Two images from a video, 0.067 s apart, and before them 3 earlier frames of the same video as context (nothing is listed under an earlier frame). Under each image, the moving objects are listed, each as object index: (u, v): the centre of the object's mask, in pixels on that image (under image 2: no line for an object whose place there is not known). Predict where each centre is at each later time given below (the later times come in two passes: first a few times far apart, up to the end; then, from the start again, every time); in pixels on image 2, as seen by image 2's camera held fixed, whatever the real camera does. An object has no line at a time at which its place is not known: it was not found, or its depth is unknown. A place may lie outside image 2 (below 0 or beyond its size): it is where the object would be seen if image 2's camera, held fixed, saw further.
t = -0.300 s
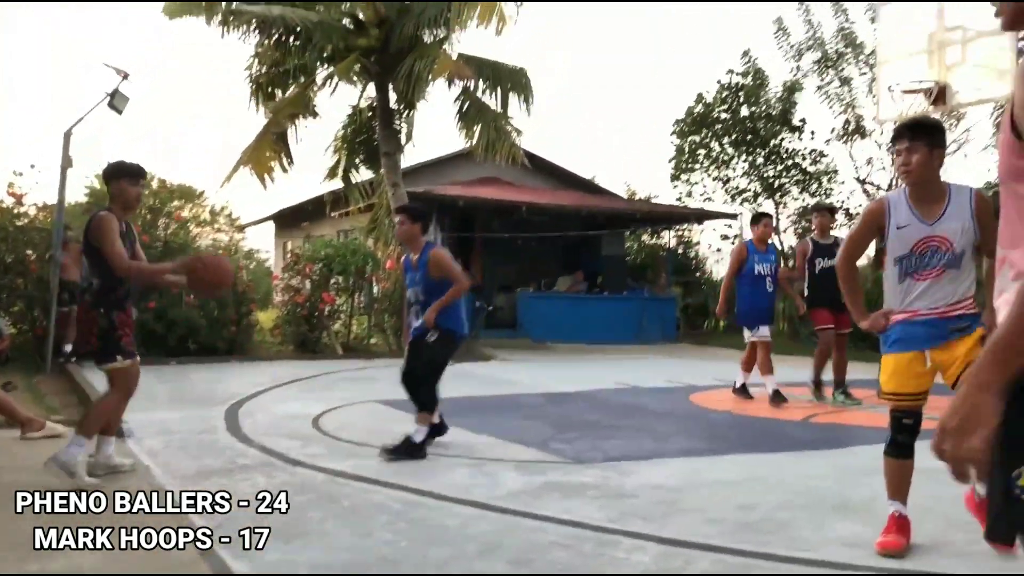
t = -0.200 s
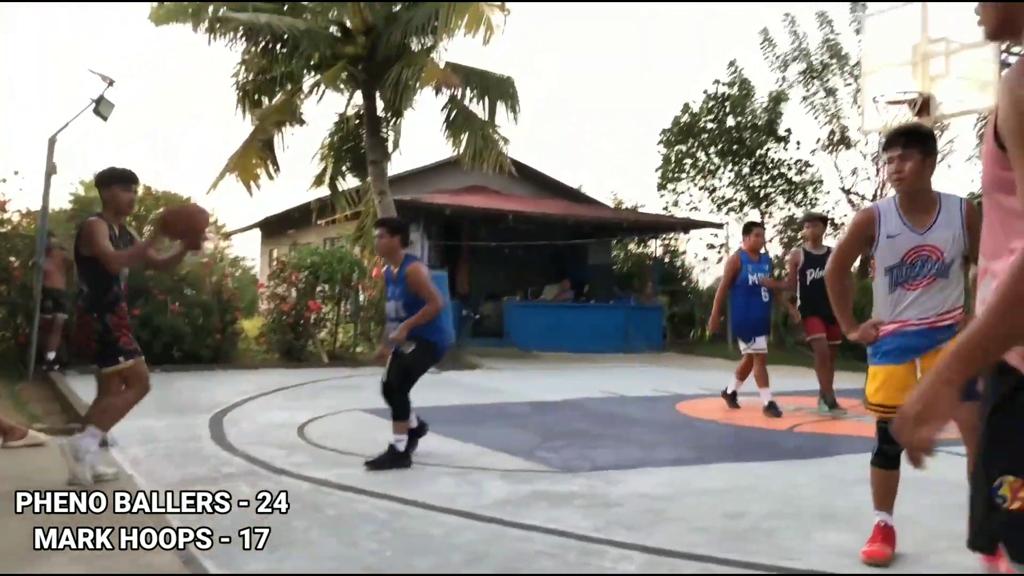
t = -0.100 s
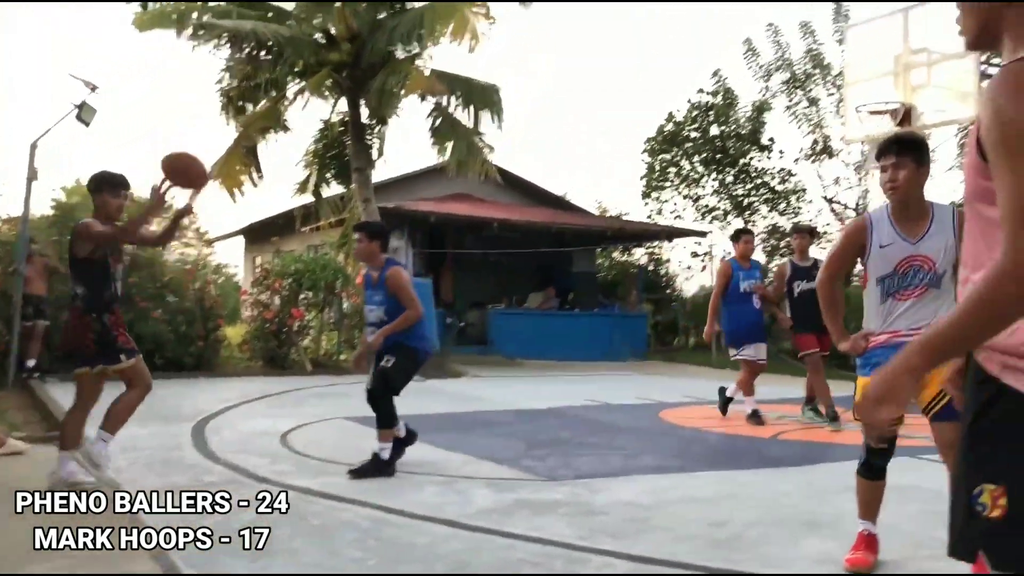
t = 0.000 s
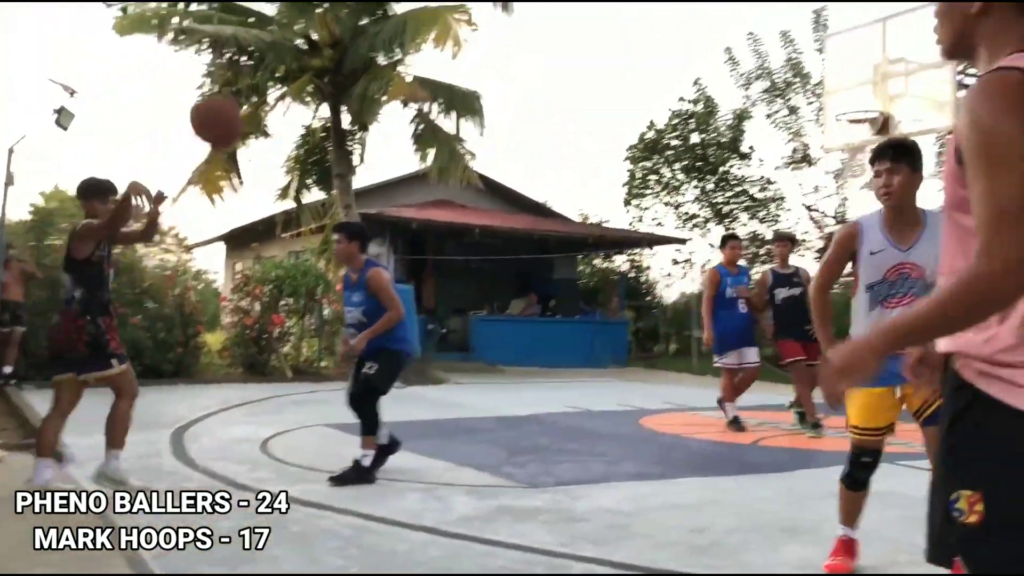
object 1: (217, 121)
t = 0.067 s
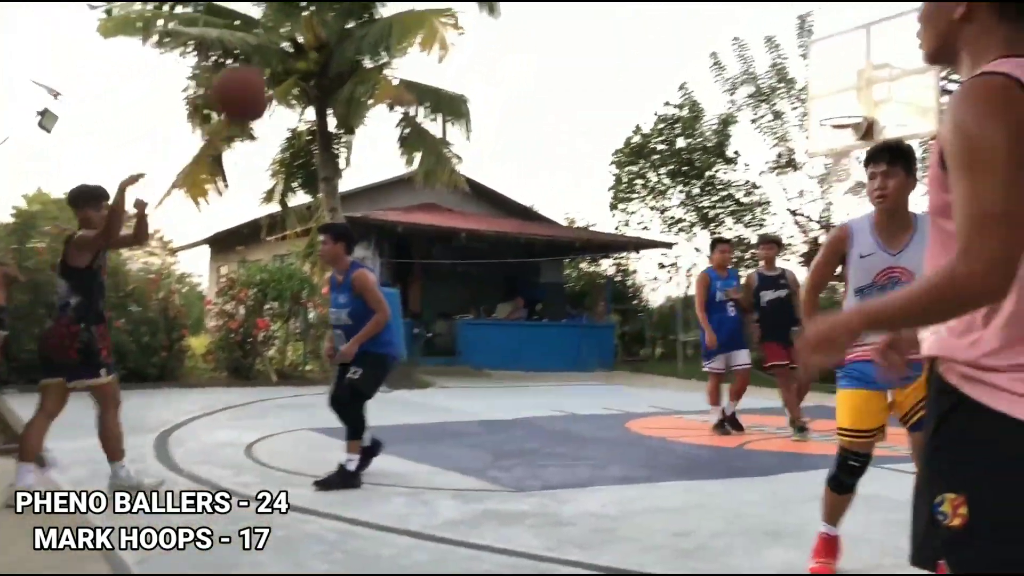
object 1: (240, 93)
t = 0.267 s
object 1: (395, 51)
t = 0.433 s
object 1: (599, 107)
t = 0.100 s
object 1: (262, 81)
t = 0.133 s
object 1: (287, 72)
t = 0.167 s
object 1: (312, 65)
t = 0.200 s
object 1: (336, 58)
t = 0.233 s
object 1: (363, 53)
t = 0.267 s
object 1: (395, 51)
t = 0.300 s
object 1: (430, 53)
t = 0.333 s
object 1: (466, 60)
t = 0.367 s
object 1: (506, 71)
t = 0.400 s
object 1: (549, 86)
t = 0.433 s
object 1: (599, 107)
